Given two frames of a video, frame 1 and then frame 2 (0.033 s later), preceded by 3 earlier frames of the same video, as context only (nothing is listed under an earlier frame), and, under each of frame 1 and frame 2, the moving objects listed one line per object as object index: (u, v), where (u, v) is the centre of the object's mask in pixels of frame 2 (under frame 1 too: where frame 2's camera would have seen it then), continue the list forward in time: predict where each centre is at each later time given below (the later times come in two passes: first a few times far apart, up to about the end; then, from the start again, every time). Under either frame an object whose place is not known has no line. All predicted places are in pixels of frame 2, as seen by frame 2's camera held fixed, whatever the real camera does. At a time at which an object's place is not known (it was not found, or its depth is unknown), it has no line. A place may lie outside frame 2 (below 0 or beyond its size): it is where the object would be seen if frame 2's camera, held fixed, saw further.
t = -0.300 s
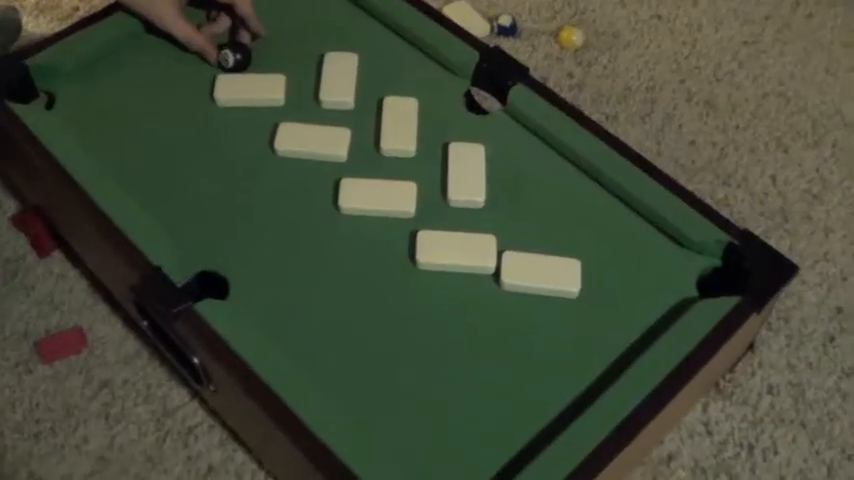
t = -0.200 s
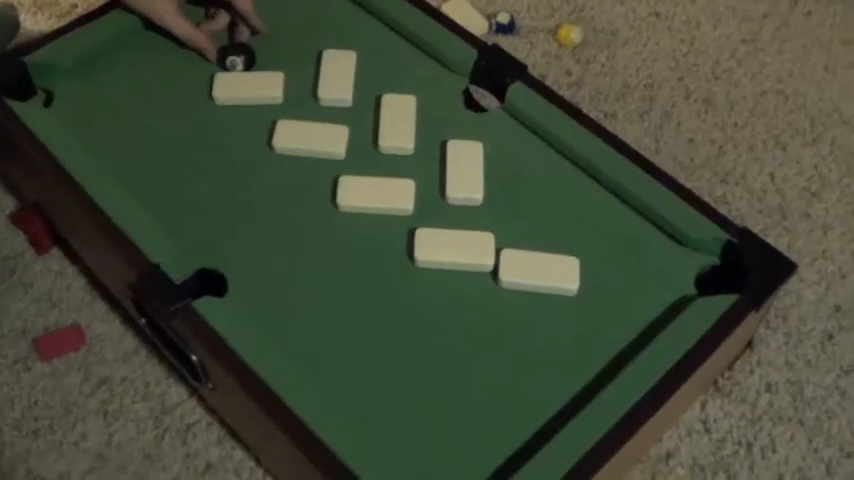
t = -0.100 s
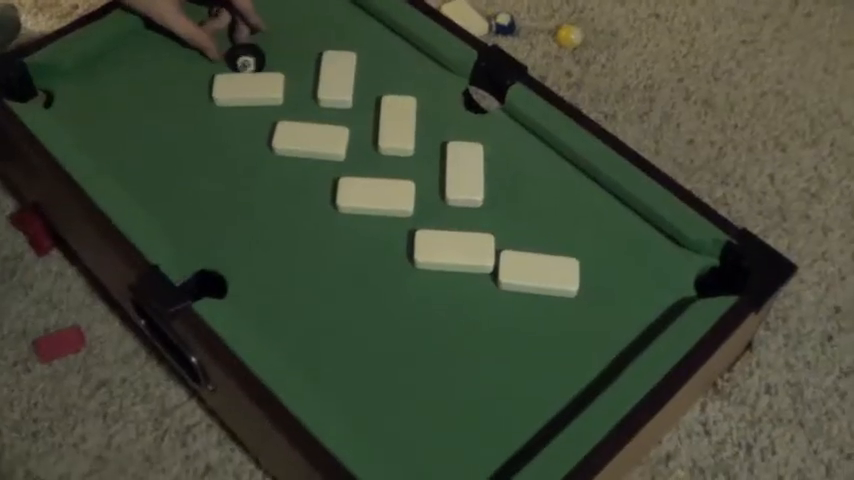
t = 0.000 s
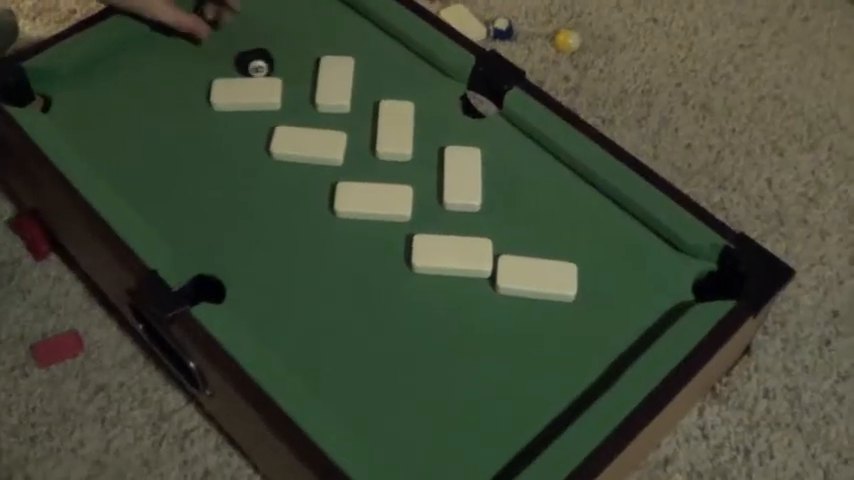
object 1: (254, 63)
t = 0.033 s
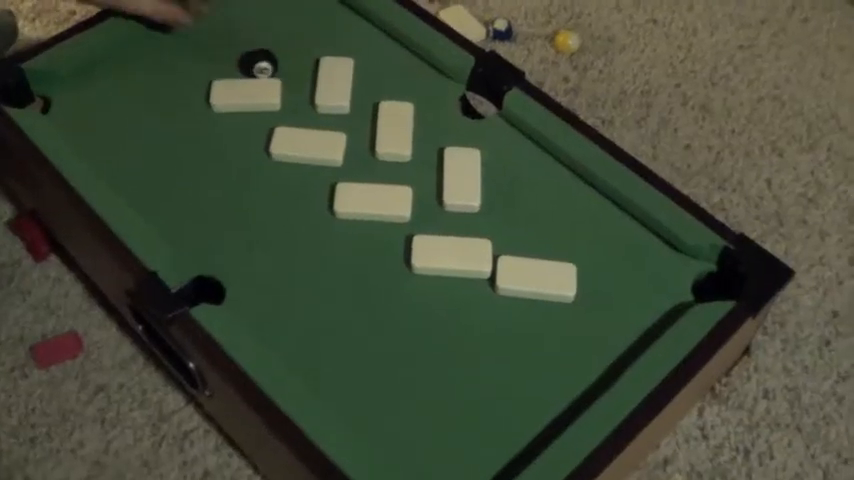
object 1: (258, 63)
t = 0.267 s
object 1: (299, 68)
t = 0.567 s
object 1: (300, 92)
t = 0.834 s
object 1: (317, 116)
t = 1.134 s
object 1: (361, 128)
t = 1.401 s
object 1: (367, 162)
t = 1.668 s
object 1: (413, 173)
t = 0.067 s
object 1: (263, 63)
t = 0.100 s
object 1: (268, 63)
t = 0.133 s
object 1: (273, 63)
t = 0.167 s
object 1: (279, 63)
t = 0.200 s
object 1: (285, 65)
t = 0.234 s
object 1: (292, 66)
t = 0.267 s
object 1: (299, 68)
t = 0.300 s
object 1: (302, 72)
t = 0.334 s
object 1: (303, 74)
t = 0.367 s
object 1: (304, 77)
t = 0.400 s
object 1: (304, 79)
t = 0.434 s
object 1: (304, 81)
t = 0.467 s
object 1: (303, 84)
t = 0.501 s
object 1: (302, 87)
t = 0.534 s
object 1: (301, 90)
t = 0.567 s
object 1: (300, 92)
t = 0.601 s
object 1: (299, 96)
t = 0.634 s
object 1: (298, 100)
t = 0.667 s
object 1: (298, 104)
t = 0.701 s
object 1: (299, 109)
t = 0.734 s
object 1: (301, 112)
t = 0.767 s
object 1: (304, 114)
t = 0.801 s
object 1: (309, 115)
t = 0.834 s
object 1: (317, 116)
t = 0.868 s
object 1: (320, 115)
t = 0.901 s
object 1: (327, 116)
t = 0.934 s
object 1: (332, 116)
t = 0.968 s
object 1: (338, 117)
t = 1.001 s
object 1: (345, 118)
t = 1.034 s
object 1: (353, 120)
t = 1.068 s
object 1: (357, 122)
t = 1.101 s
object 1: (360, 124)
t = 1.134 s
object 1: (361, 128)
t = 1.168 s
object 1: (364, 131)
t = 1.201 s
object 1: (364, 134)
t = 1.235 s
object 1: (364, 138)
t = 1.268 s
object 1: (363, 141)
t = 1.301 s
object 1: (363, 145)
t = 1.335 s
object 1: (364, 150)
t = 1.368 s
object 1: (364, 155)
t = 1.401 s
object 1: (367, 162)
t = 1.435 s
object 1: (369, 165)
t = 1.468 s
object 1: (373, 168)
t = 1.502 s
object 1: (378, 170)
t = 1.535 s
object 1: (385, 171)
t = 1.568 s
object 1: (391, 171)
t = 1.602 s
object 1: (398, 171)
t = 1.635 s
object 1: (406, 172)
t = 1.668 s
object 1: (413, 173)
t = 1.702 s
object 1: (421, 175)
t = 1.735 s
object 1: (424, 178)
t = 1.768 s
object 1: (429, 182)
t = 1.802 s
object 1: (434, 186)
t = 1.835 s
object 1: (435, 190)
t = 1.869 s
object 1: (436, 195)
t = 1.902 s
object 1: (437, 201)
